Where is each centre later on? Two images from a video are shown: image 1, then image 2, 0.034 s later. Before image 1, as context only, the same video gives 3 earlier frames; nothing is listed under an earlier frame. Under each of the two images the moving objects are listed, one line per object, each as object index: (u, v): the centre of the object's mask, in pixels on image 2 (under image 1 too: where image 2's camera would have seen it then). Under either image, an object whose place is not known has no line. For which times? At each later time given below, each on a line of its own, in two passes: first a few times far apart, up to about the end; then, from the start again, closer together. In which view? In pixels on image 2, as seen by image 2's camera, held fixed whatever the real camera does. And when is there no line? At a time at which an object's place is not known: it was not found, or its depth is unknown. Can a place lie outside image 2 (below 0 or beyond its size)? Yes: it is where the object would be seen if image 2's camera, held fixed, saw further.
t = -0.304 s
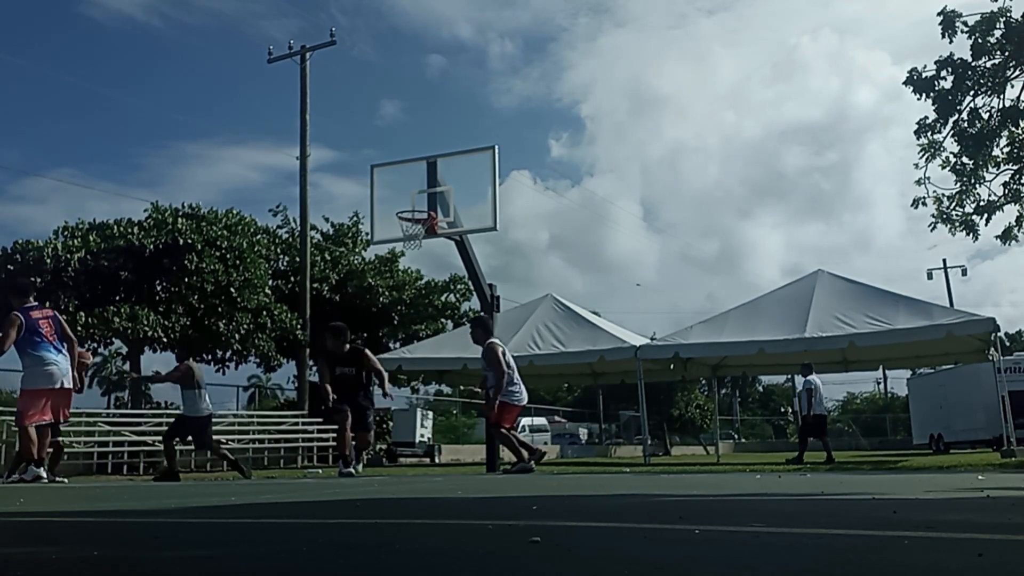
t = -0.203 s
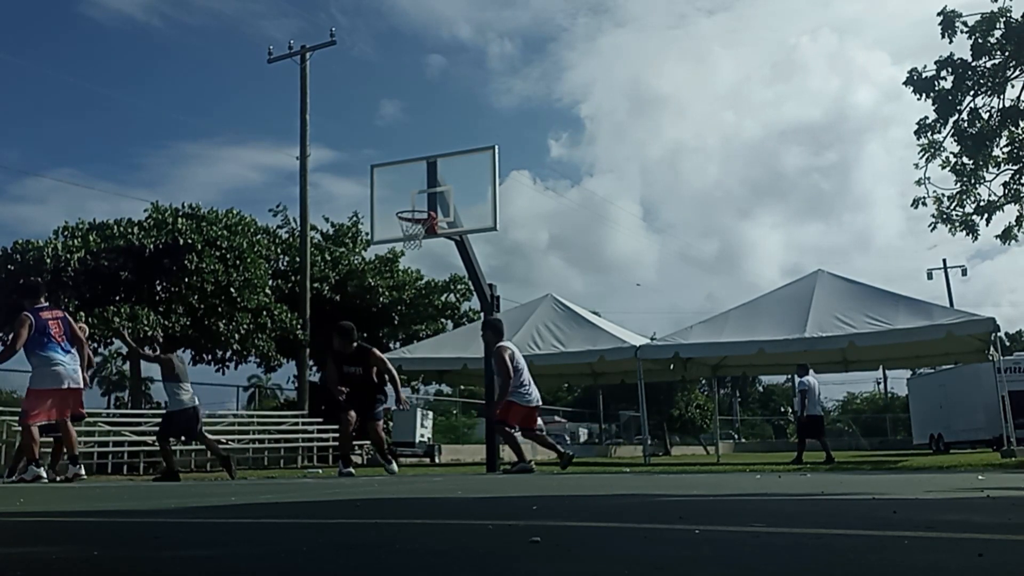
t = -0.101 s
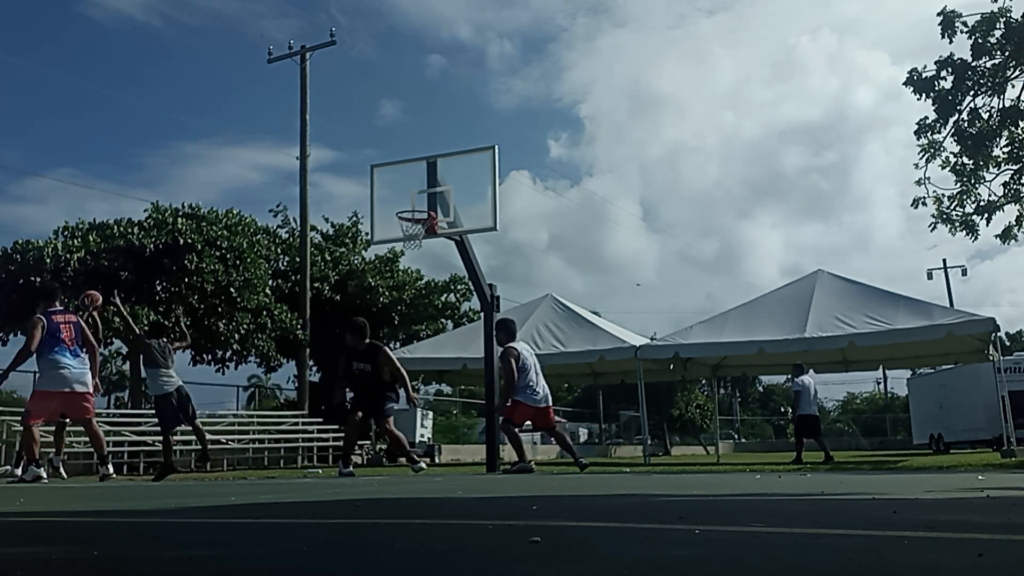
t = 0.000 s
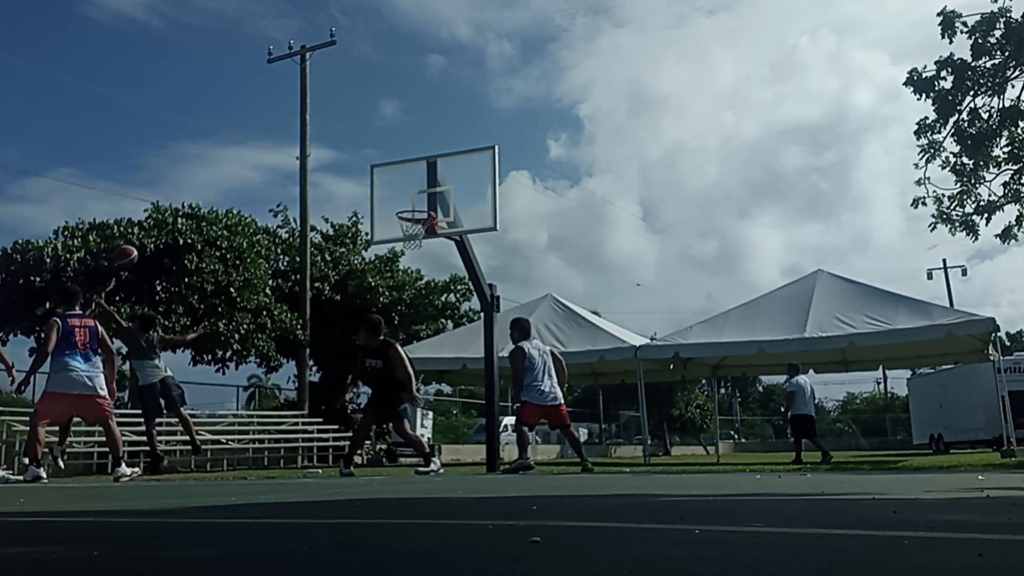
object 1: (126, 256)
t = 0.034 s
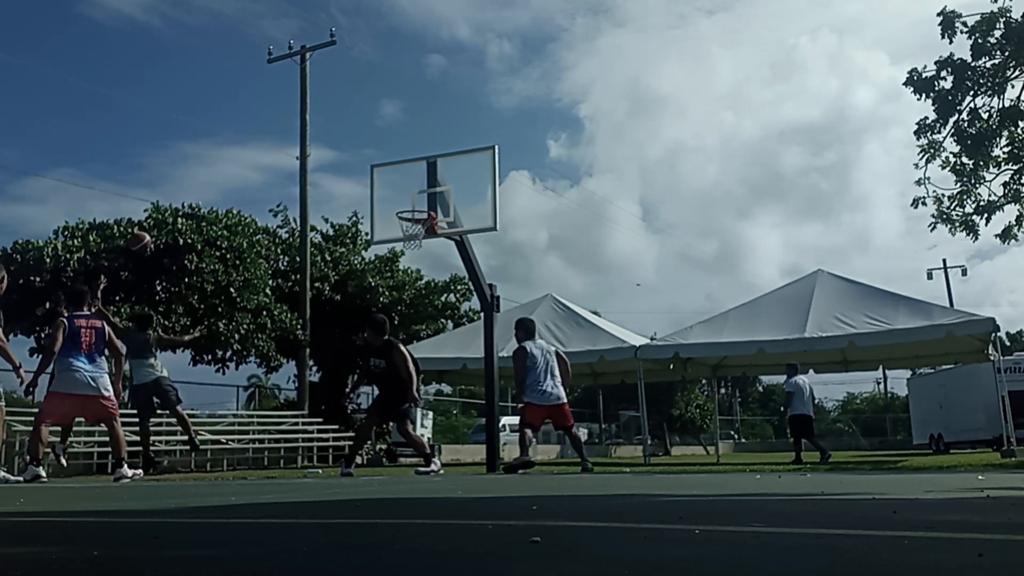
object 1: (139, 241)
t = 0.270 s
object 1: (229, 175)
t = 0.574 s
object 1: (334, 159)
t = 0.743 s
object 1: (389, 181)
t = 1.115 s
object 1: (410, 202)
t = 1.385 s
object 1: (387, 202)
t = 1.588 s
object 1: (376, 230)
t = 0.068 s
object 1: (153, 229)
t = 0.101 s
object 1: (166, 217)
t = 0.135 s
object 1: (179, 206)
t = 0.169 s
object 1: (191, 198)
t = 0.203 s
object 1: (204, 189)
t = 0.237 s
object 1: (216, 182)
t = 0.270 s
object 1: (229, 175)
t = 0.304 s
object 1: (241, 170)
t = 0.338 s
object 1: (252, 165)
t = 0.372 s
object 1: (265, 161)
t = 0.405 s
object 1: (276, 159)
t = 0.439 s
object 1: (288, 157)
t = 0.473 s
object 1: (300, 156)
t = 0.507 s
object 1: (313, 155)
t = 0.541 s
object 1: (323, 157)
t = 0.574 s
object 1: (334, 159)
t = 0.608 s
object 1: (345, 161)
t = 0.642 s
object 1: (356, 165)
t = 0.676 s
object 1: (367, 169)
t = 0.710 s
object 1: (378, 175)
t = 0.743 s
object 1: (389, 181)
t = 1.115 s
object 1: (410, 202)
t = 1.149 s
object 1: (404, 204)
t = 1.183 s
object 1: (400, 205)
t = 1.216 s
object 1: (397, 203)
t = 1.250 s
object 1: (395, 201)
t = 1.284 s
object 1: (393, 200)
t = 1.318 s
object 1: (391, 200)
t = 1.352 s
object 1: (389, 201)
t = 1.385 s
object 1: (387, 202)
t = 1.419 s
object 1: (385, 205)
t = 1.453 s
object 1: (384, 208)
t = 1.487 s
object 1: (381, 212)
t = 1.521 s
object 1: (379, 217)
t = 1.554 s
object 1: (378, 223)
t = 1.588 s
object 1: (376, 230)
